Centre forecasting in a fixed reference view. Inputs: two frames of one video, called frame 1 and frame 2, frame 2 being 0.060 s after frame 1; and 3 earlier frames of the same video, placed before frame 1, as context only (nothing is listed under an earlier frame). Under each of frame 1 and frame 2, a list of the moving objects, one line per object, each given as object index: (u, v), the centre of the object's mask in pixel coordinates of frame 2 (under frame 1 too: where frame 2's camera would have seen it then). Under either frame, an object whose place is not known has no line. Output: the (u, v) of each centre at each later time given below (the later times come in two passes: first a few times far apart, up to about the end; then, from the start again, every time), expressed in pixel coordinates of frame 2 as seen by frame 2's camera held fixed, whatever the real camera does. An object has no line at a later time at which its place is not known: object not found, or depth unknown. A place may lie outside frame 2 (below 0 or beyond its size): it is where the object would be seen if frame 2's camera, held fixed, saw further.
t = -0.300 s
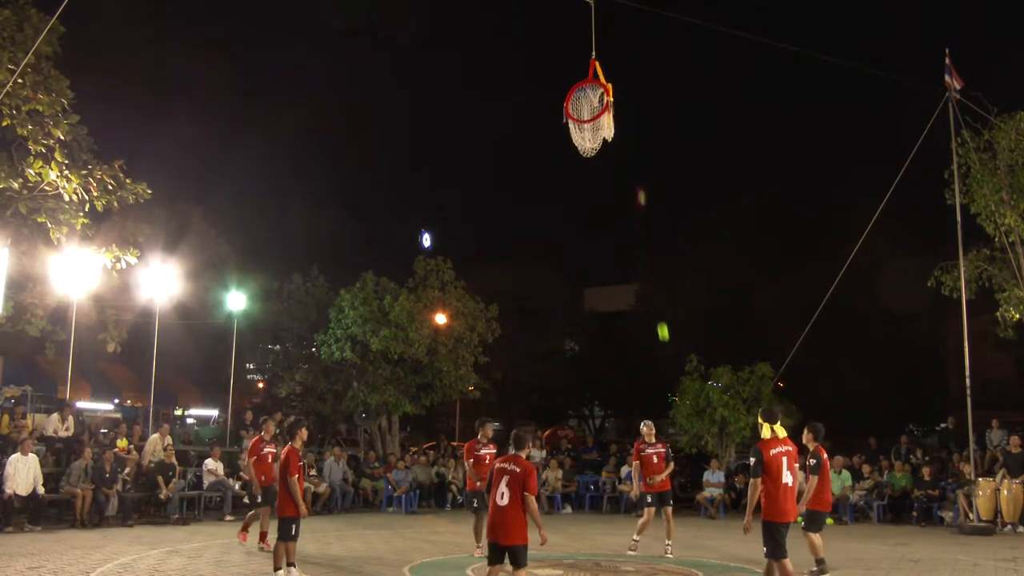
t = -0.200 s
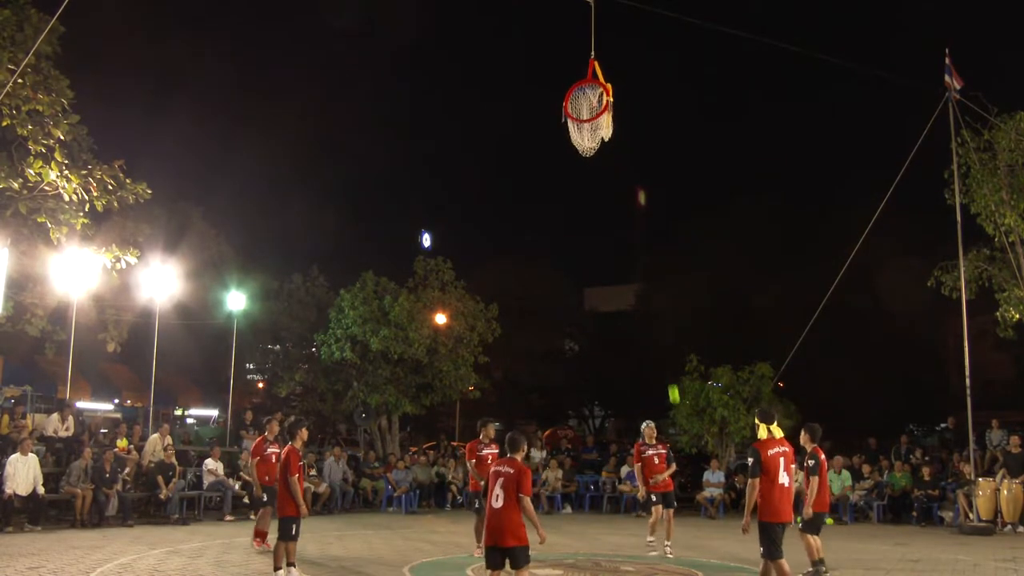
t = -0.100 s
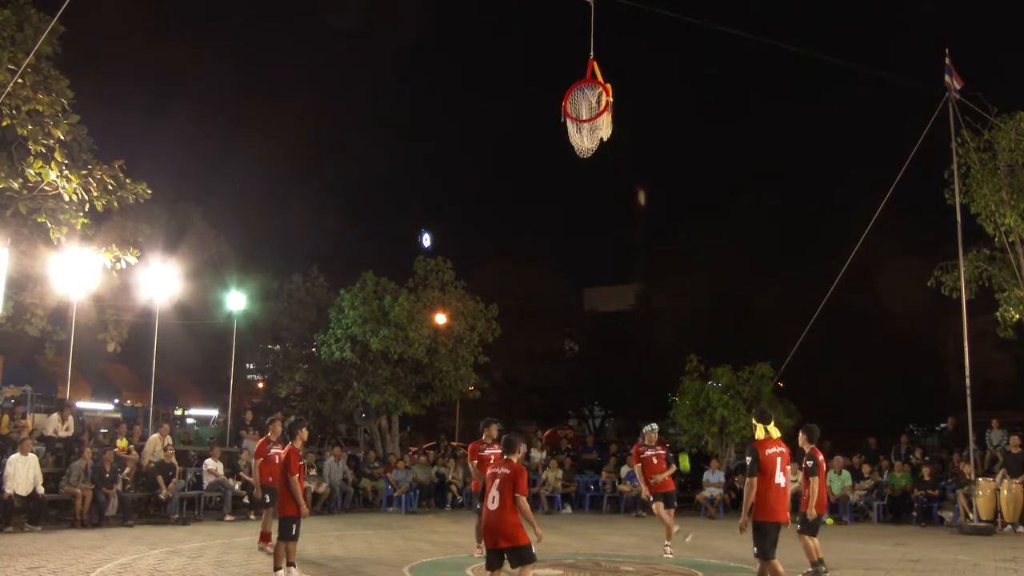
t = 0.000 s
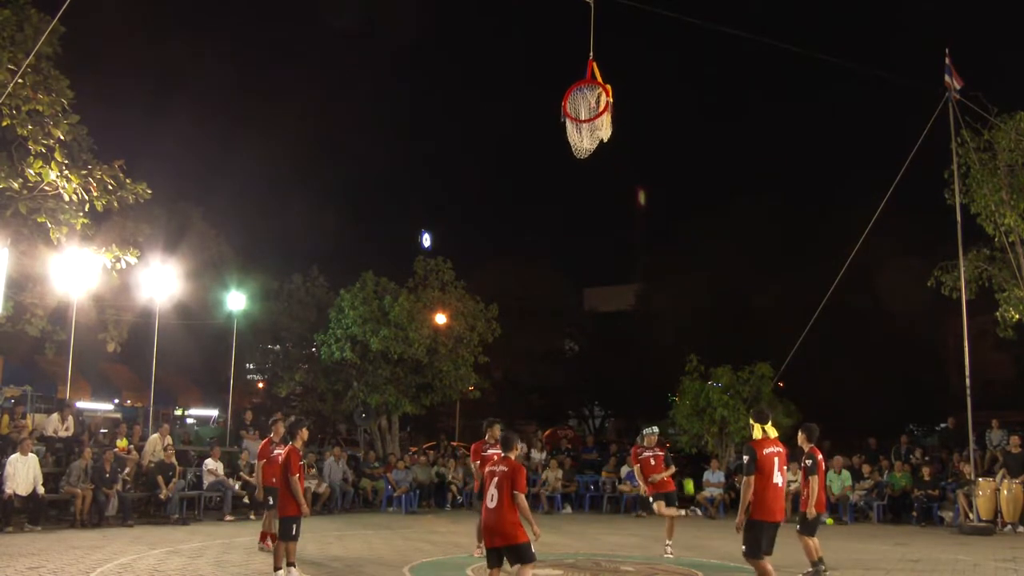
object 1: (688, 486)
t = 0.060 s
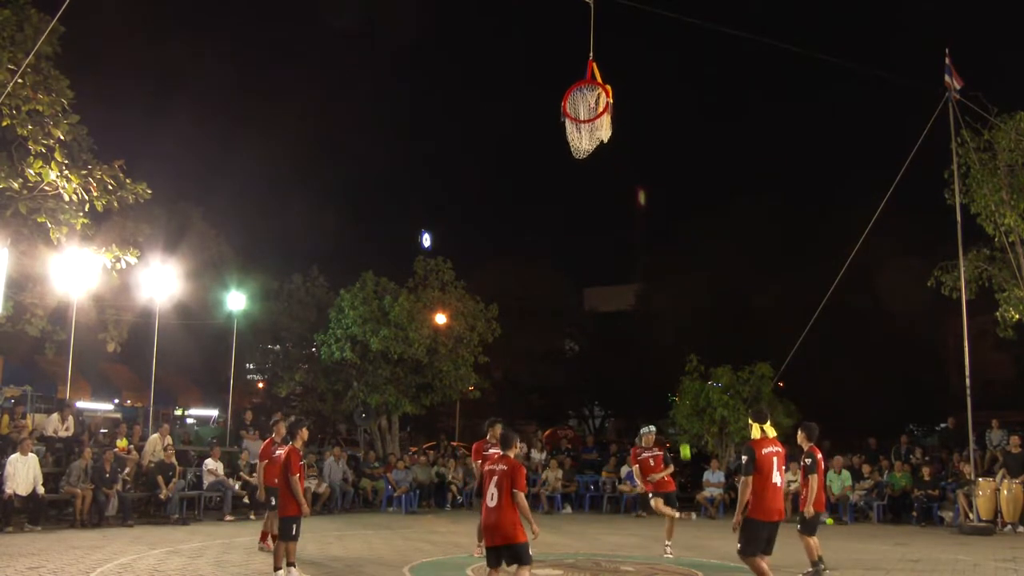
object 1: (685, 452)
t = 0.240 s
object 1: (673, 362)
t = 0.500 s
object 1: (655, 272)
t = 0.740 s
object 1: (638, 231)
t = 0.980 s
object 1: (618, 236)
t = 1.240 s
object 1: (595, 299)
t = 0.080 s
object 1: (684, 440)
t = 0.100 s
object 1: (682, 430)
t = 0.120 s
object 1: (681, 419)
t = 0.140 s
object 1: (680, 409)
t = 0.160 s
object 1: (678, 399)
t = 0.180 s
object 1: (677, 389)
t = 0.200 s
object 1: (676, 380)
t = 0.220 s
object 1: (675, 371)
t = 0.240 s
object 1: (673, 362)
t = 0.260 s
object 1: (672, 354)
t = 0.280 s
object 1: (671, 346)
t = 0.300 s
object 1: (669, 337)
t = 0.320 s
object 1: (668, 330)
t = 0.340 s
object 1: (666, 322)
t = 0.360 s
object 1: (665, 315)
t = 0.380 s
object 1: (664, 308)
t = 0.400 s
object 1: (662, 301)
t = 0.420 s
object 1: (661, 295)
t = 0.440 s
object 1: (659, 289)
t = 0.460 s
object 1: (658, 283)
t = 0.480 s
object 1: (657, 278)
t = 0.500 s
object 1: (655, 272)
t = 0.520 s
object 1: (654, 267)
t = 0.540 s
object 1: (652, 262)
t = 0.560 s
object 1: (651, 258)
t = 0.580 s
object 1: (650, 254)
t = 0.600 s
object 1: (648, 250)
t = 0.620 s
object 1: (647, 247)
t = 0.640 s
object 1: (645, 243)
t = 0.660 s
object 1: (644, 240)
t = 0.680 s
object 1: (642, 238)
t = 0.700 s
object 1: (641, 235)
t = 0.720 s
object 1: (639, 233)
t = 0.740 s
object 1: (638, 231)
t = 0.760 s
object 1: (636, 230)
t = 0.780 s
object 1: (634, 229)
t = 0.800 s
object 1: (633, 228)
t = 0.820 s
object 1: (631, 228)
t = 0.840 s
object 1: (630, 227)
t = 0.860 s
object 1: (628, 228)
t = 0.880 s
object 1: (626, 228)
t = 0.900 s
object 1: (625, 229)
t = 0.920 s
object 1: (623, 230)
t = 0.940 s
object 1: (622, 232)
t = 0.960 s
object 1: (620, 233)
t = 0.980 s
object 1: (618, 236)
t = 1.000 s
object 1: (617, 238)
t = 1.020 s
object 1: (615, 241)
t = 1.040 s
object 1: (613, 245)
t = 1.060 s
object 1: (611, 248)
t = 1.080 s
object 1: (610, 252)
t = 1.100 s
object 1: (608, 257)
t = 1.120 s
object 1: (606, 261)
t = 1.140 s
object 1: (604, 267)
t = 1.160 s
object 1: (603, 273)
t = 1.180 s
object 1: (601, 279)
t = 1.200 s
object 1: (599, 285)
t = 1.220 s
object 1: (597, 292)
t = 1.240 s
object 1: (595, 299)
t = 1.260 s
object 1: (593, 308)
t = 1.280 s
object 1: (591, 316)
